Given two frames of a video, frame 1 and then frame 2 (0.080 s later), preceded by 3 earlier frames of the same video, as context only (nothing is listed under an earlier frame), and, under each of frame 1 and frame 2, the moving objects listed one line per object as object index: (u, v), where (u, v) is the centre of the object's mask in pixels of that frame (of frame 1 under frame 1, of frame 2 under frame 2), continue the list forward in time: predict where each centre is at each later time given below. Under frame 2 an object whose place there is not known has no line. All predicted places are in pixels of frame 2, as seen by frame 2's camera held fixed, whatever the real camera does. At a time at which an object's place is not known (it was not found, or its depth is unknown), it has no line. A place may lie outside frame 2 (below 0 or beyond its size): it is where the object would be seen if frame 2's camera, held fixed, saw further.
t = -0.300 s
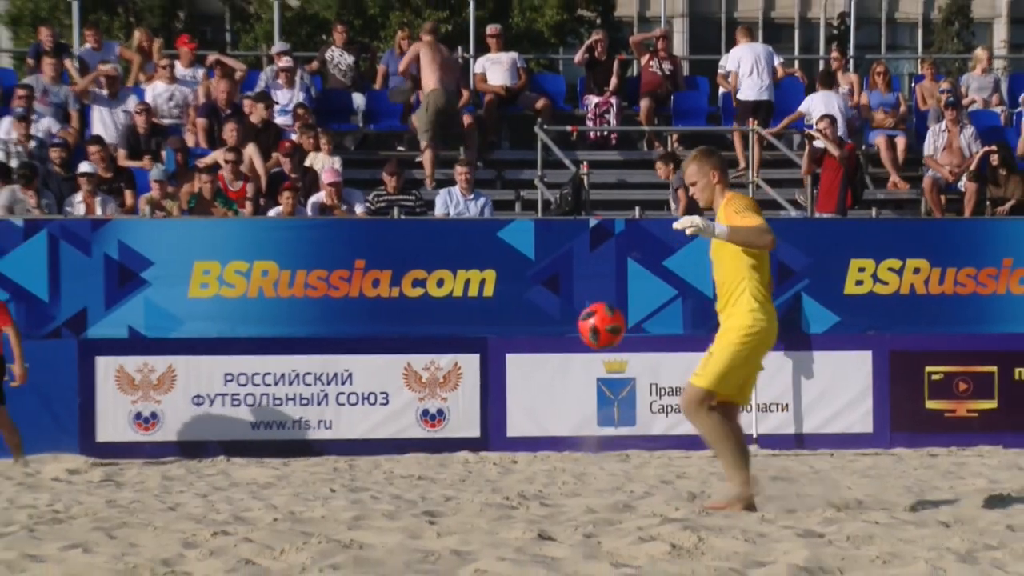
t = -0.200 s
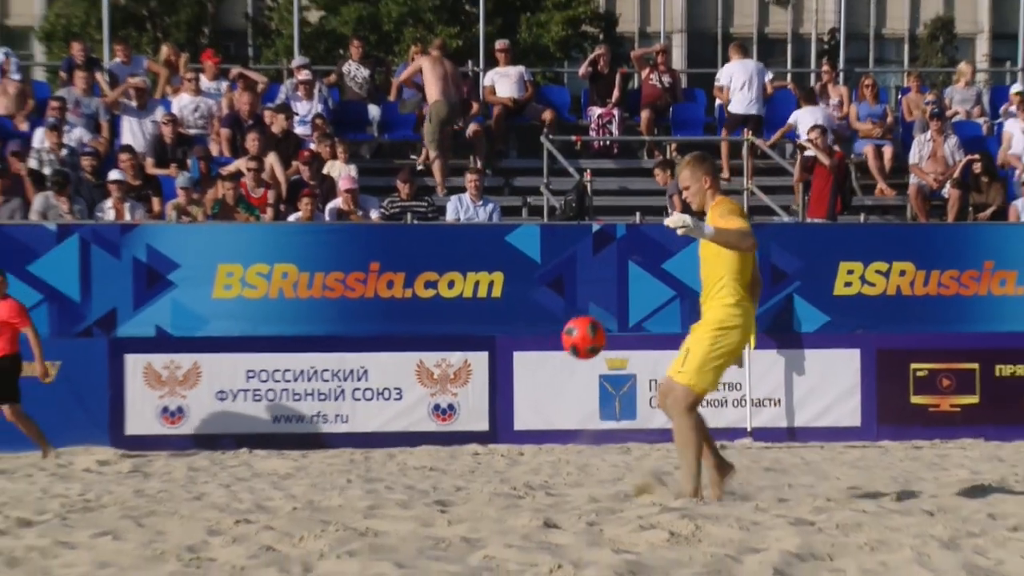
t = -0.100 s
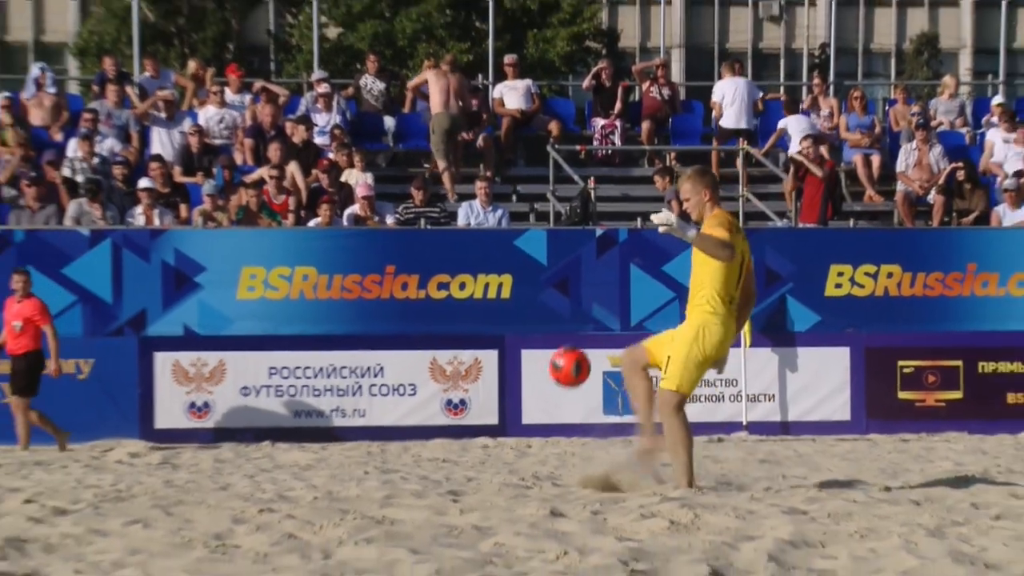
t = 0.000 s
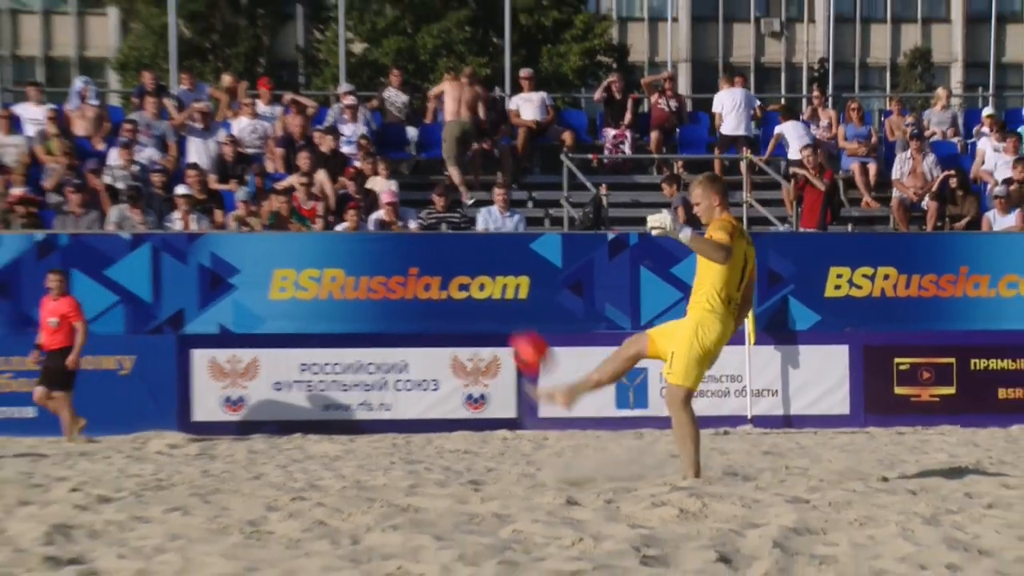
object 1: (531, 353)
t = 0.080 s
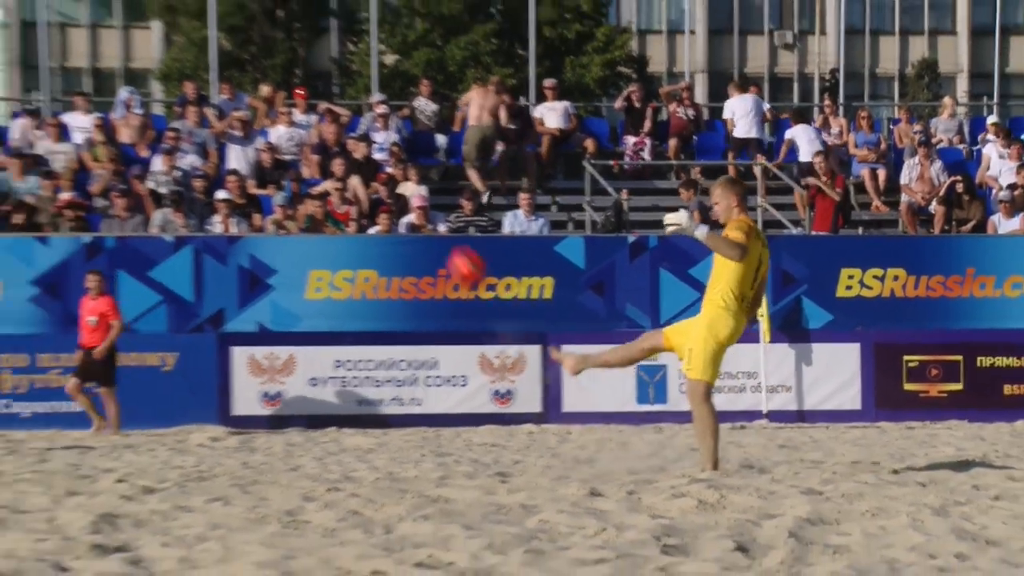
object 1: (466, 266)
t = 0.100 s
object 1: (444, 250)
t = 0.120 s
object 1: (423, 232)
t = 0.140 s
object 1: (399, 214)
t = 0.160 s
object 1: (381, 199)
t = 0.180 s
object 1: (359, 184)
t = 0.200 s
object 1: (337, 168)
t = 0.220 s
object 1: (318, 154)
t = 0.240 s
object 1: (297, 140)
